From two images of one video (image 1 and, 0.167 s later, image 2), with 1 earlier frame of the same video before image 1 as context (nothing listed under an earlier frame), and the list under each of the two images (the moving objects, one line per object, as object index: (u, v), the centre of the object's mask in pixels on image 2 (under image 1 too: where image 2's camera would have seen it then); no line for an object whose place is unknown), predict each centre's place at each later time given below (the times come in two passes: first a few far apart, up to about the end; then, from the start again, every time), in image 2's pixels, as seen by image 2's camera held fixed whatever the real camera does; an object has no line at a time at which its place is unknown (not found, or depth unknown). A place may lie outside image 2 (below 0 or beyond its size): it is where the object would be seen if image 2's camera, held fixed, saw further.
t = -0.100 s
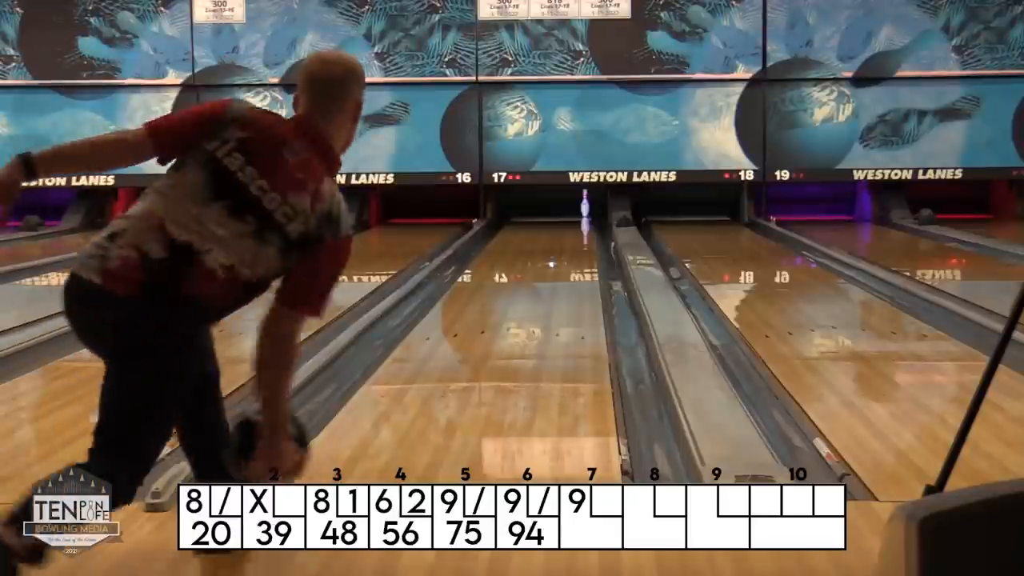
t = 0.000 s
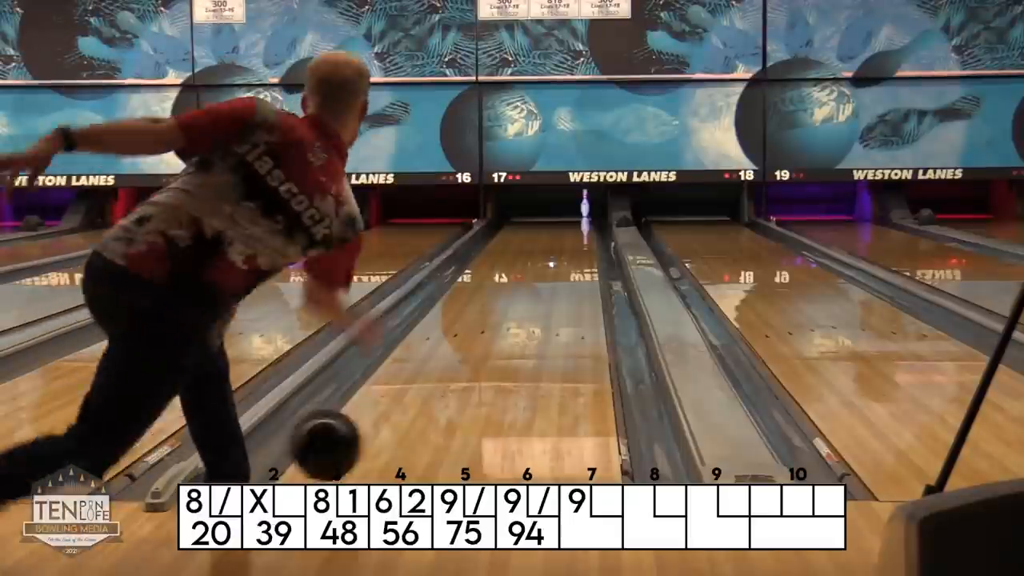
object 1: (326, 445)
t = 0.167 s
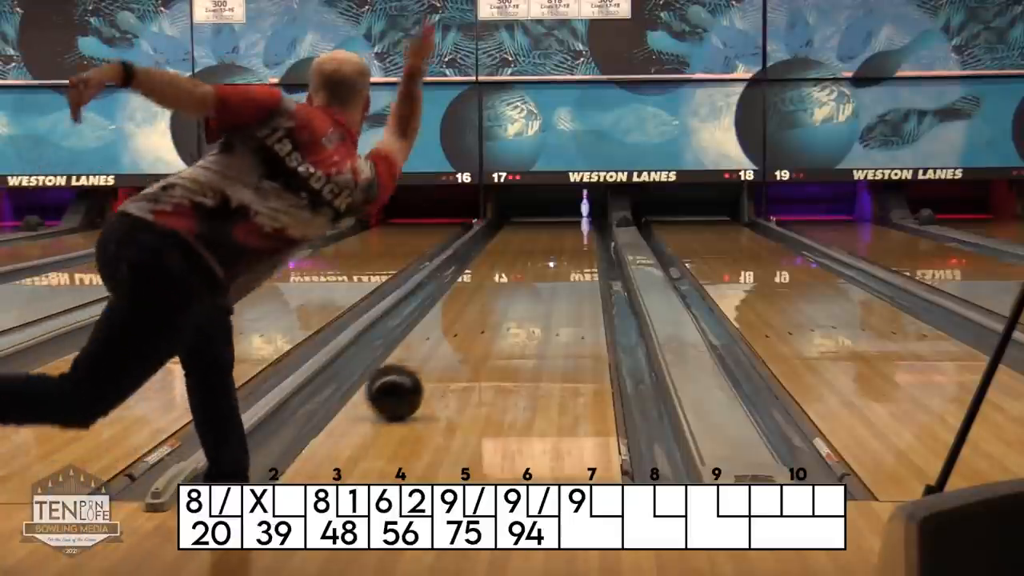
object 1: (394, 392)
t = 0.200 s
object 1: (405, 382)
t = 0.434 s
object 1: (459, 331)
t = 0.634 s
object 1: (490, 302)
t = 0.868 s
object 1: (515, 278)
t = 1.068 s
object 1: (530, 261)
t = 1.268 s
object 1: (542, 250)
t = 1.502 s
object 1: (554, 238)
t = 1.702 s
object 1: (561, 231)
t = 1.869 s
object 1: (566, 224)
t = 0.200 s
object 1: (405, 382)
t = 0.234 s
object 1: (414, 373)
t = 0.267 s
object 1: (423, 365)
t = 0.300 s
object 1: (431, 357)
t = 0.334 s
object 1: (440, 350)
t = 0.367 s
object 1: (447, 343)
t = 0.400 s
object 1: (453, 337)
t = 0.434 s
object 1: (459, 331)
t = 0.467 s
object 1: (465, 326)
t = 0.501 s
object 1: (471, 320)
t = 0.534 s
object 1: (477, 316)
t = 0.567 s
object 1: (481, 311)
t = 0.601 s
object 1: (486, 306)
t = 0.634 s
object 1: (490, 302)
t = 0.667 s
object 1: (494, 298)
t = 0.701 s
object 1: (498, 294)
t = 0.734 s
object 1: (502, 291)
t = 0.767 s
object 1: (505, 287)
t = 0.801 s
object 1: (509, 284)
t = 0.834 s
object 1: (512, 280)
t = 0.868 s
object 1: (515, 278)
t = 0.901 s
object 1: (518, 275)
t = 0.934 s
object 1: (521, 272)
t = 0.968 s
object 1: (524, 269)
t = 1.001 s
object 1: (526, 267)
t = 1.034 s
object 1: (528, 264)
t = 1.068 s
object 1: (530, 261)
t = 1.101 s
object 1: (533, 259)
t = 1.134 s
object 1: (535, 257)
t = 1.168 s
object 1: (537, 255)
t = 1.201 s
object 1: (539, 253)
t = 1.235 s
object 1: (541, 251)
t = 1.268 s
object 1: (542, 250)
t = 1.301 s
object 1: (544, 247)
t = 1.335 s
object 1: (546, 246)
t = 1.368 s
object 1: (548, 244)
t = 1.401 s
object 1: (550, 242)
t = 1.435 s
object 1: (551, 241)
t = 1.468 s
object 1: (552, 240)
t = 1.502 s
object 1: (554, 238)
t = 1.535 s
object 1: (555, 236)
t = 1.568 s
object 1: (556, 235)
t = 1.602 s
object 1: (558, 234)
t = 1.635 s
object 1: (559, 233)
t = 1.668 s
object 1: (560, 232)
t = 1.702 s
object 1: (561, 231)
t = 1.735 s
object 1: (562, 229)
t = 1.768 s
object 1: (563, 228)
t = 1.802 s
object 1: (564, 227)
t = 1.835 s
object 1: (565, 225)
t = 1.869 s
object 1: (566, 224)
